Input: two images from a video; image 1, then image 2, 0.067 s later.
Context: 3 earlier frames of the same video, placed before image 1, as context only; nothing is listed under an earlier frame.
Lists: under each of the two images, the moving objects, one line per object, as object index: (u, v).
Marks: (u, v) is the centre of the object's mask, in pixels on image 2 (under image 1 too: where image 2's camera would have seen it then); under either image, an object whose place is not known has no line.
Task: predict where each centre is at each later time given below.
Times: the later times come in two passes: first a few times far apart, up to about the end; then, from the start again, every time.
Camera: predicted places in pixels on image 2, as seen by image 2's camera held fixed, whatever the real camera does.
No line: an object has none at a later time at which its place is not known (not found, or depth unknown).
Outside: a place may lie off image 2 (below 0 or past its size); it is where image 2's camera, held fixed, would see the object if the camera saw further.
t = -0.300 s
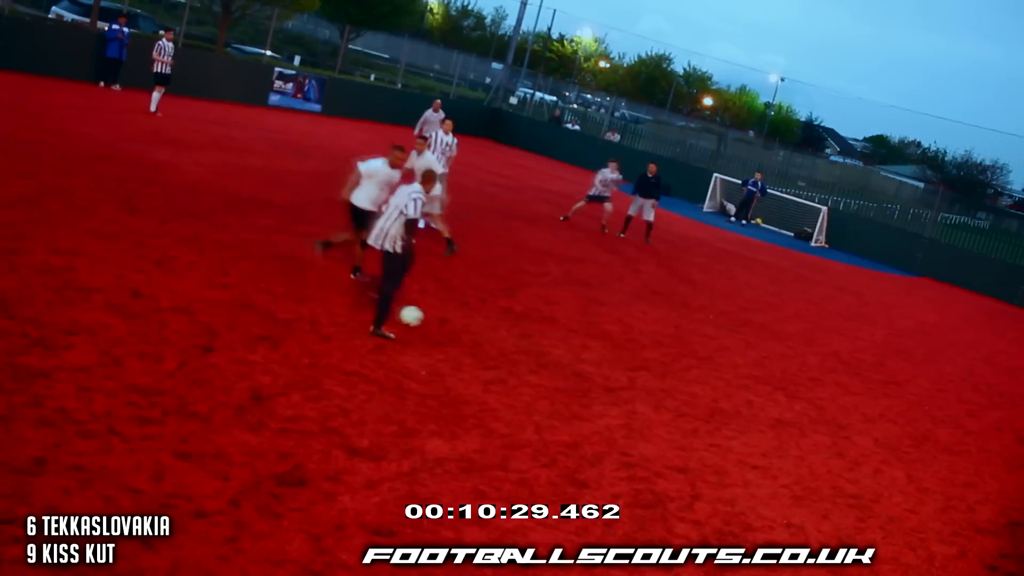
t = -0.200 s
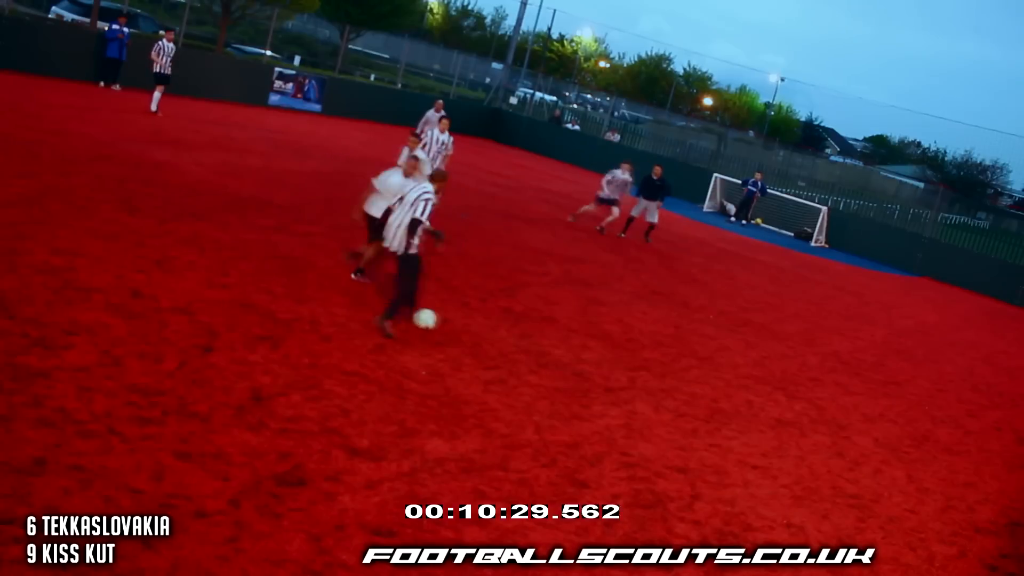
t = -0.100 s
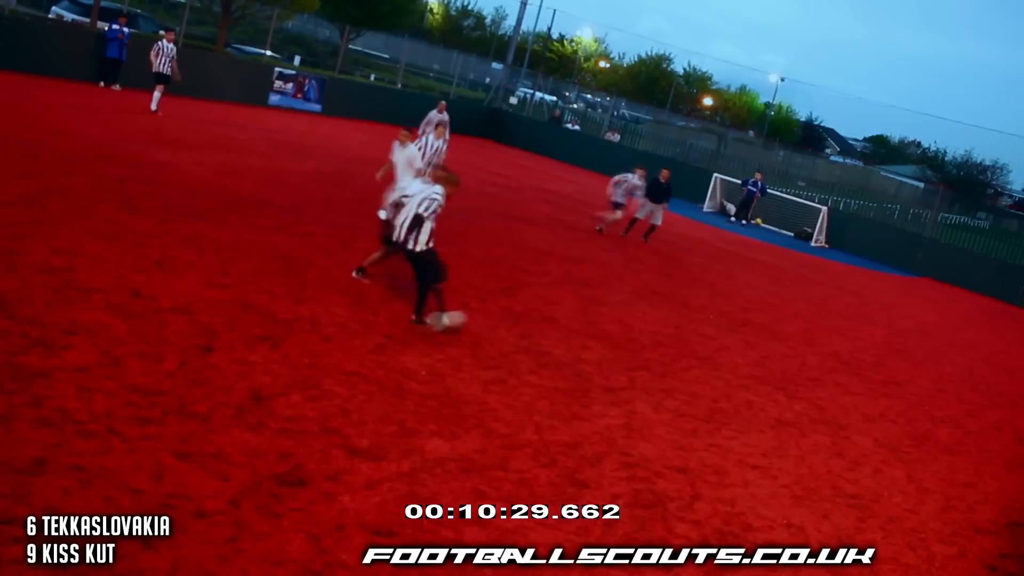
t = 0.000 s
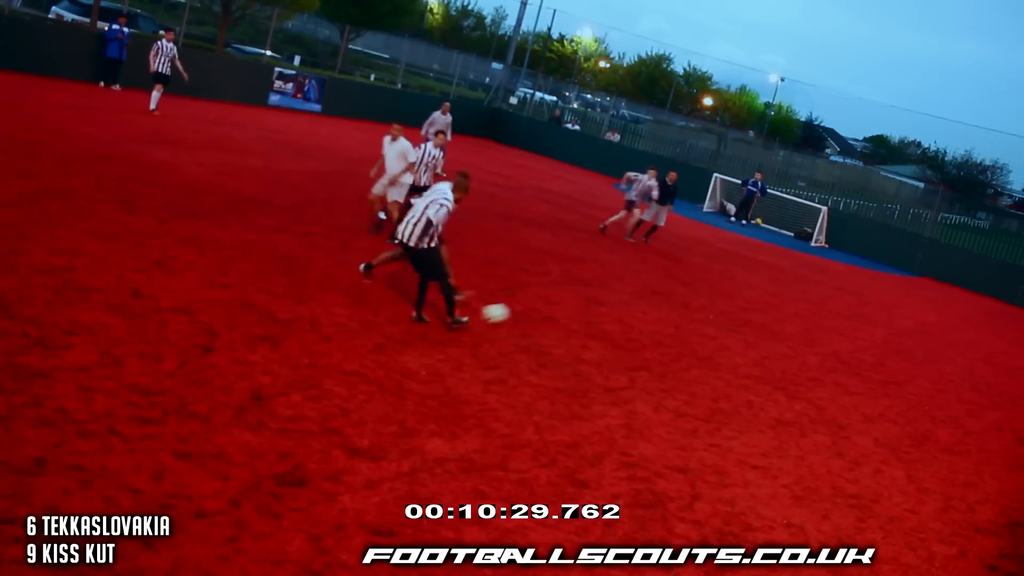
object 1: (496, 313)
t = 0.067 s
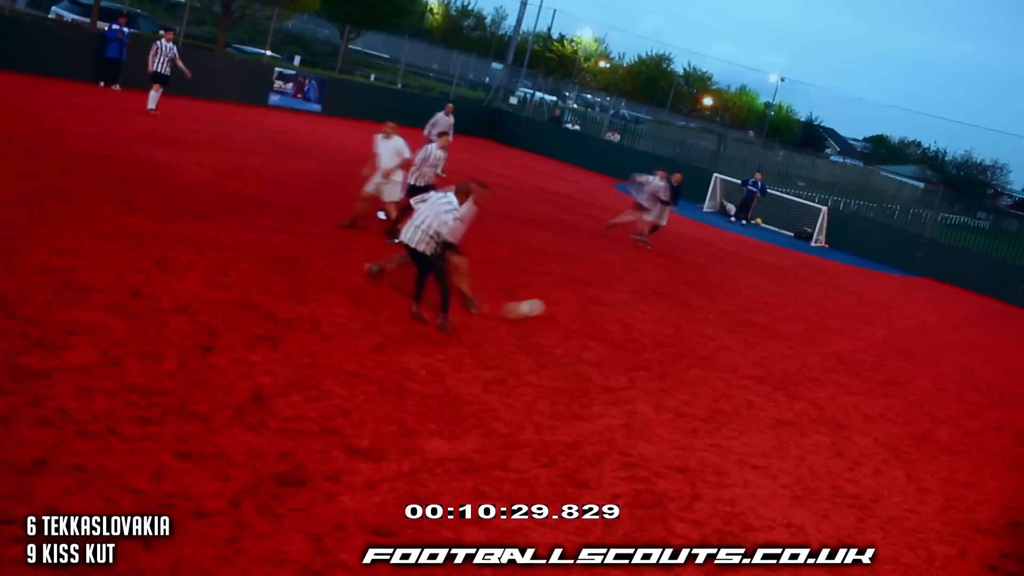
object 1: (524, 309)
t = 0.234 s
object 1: (581, 300)
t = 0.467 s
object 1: (635, 291)
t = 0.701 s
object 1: (672, 285)
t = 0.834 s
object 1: (688, 282)
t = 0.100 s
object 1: (539, 307)
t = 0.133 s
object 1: (549, 305)
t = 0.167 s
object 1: (562, 303)
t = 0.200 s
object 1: (575, 301)
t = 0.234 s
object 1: (581, 300)
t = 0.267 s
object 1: (593, 298)
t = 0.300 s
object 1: (599, 298)
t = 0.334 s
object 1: (609, 295)
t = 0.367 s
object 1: (618, 294)
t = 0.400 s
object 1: (623, 294)
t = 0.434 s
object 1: (630, 292)
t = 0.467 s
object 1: (635, 291)
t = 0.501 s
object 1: (642, 290)
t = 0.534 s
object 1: (649, 289)
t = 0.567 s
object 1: (653, 288)
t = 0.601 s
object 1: (658, 287)
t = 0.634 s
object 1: (663, 287)
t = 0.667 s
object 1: (667, 286)
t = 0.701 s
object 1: (672, 285)
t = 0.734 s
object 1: (676, 284)
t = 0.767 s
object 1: (680, 283)
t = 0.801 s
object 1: (684, 282)
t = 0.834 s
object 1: (688, 282)
